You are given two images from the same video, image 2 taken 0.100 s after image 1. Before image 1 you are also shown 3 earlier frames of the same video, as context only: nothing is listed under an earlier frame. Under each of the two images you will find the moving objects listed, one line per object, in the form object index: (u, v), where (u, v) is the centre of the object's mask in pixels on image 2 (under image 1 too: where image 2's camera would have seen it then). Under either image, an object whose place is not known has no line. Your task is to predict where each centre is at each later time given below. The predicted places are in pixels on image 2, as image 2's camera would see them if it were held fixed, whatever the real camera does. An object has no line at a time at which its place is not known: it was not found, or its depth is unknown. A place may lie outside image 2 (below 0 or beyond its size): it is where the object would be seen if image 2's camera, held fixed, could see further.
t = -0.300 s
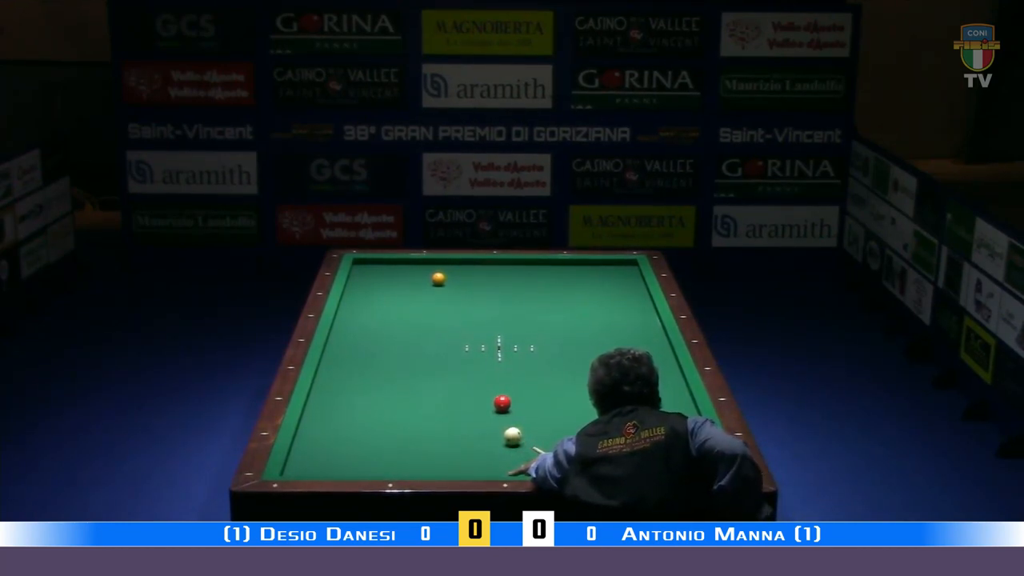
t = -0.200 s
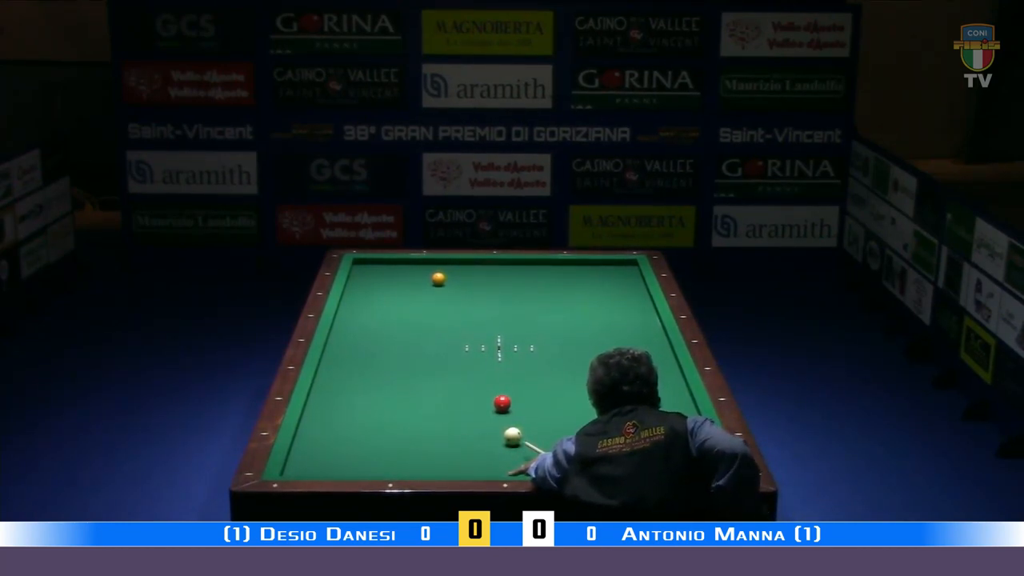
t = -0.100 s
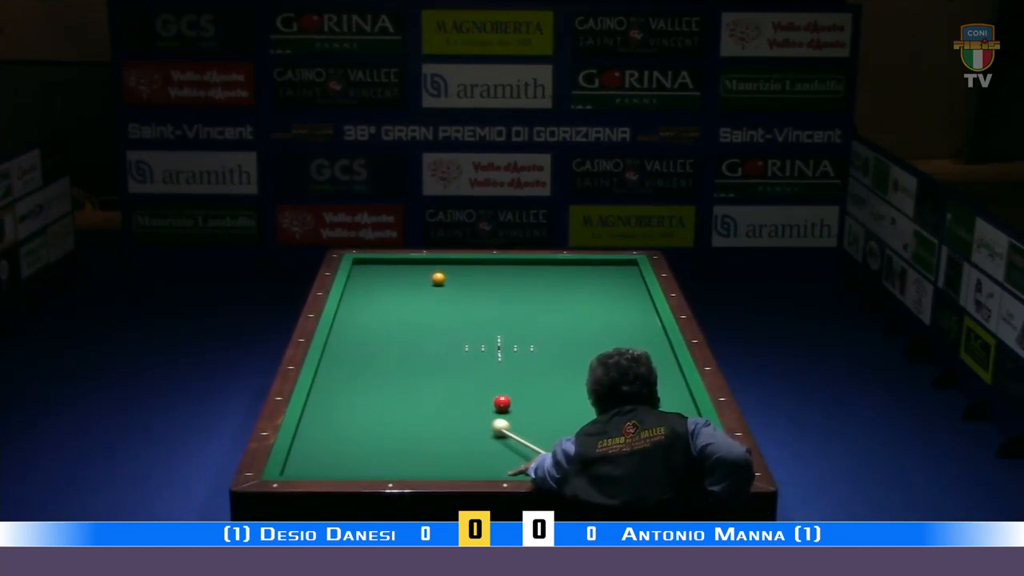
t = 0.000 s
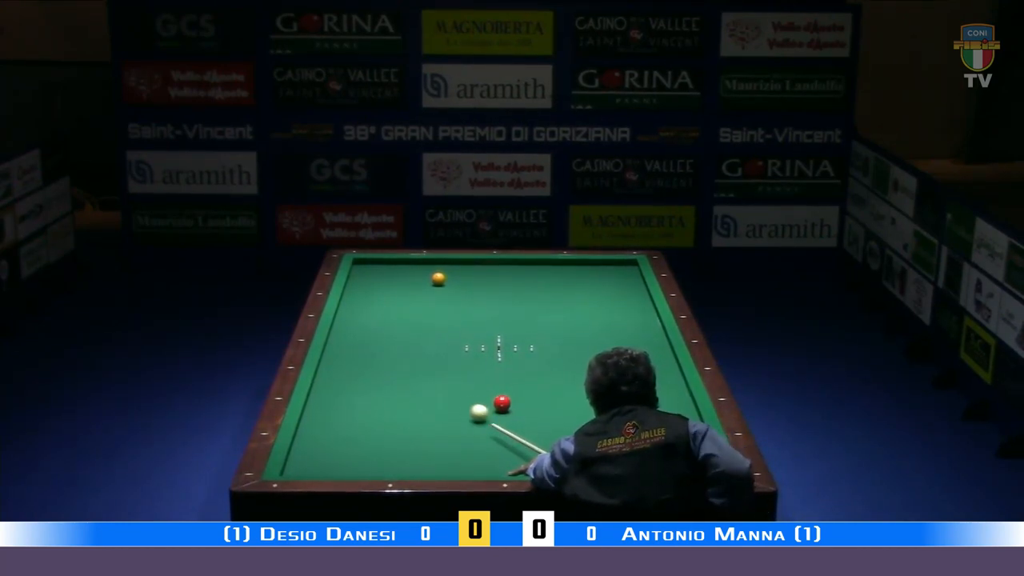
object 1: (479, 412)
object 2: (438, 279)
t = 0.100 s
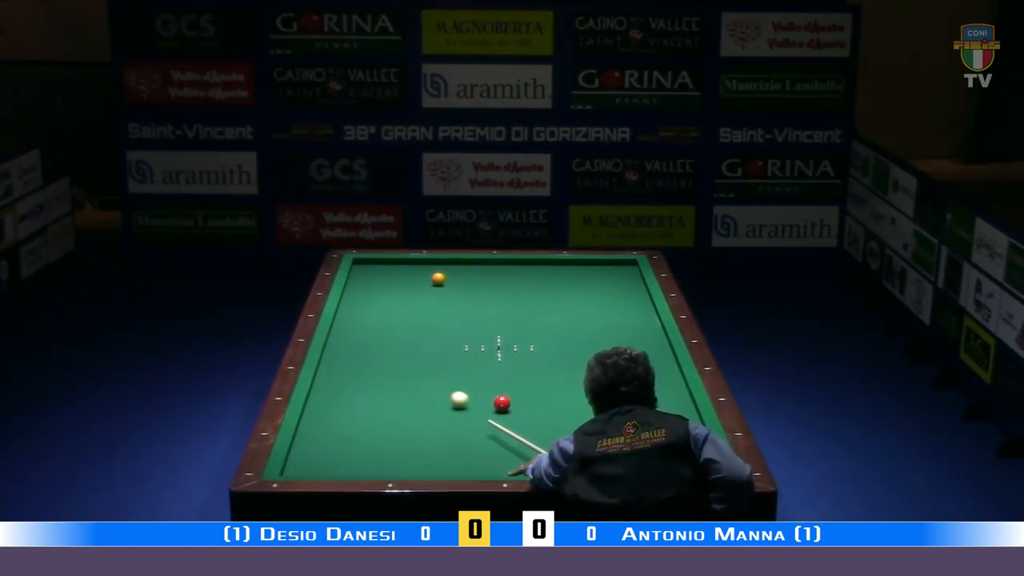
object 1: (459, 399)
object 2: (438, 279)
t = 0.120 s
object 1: (456, 397)
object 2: (438, 279)
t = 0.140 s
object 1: (452, 394)
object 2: (438, 279)
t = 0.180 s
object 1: (445, 389)
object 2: (438, 279)
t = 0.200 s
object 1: (440, 387)
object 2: (438, 279)
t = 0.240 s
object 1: (433, 382)
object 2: (438, 279)
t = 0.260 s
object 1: (430, 380)
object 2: (438, 279)
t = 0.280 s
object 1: (426, 377)
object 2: (438, 279)
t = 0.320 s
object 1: (419, 373)
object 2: (438, 279)
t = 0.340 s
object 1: (416, 370)
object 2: (438, 279)
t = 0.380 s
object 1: (410, 365)
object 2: (438, 279)
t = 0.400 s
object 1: (406, 364)
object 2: (438, 279)
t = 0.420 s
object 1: (403, 361)
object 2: (438, 279)
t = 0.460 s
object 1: (396, 357)
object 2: (438, 279)
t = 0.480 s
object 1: (393, 355)
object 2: (438, 279)
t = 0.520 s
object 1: (387, 351)
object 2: (438, 279)
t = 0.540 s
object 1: (383, 348)
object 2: (438, 279)
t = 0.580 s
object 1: (377, 344)
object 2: (438, 279)
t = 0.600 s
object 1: (375, 343)
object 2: (438, 279)
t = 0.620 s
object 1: (371, 341)
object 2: (438, 279)
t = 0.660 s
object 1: (366, 337)
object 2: (438, 279)
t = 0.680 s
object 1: (363, 335)
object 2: (438, 279)
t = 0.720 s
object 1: (357, 331)
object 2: (438, 279)
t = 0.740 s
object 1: (354, 329)
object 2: (438, 279)
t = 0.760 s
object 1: (352, 327)
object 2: (438, 279)
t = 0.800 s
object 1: (346, 323)
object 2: (438, 279)
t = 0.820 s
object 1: (343, 322)
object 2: (438, 279)
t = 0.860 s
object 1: (340, 318)
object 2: (438, 279)
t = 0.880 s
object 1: (343, 317)
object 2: (438, 279)
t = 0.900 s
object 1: (346, 315)
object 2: (438, 279)
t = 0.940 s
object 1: (352, 312)
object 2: (438, 279)
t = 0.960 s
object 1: (355, 311)
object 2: (438, 279)
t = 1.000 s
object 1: (359, 308)
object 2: (438, 279)
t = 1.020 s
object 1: (361, 307)
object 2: (438, 279)
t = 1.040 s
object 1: (363, 305)
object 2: (438, 279)
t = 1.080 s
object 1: (366, 303)
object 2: (438, 279)
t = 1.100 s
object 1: (369, 301)
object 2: (438, 279)
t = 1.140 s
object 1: (372, 299)
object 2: (438, 279)
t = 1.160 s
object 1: (374, 297)
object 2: (438, 279)
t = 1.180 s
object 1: (376, 296)
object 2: (438, 279)
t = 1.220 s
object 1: (379, 294)
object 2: (438, 279)
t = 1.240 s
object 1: (381, 292)
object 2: (438, 279)
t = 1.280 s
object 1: (384, 290)
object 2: (438, 279)
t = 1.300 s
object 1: (386, 288)
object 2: (438, 279)
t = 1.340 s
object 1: (389, 286)
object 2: (438, 279)
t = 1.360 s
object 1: (391, 284)
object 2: (438, 279)
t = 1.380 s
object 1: (393, 283)
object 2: (438, 279)
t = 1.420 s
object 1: (396, 281)
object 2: (438, 279)
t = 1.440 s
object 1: (397, 280)
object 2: (438, 279)
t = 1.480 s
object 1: (401, 277)
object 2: (438, 279)
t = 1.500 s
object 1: (402, 277)
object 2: (438, 279)
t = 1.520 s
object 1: (404, 275)
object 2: (438, 279)
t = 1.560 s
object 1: (407, 273)
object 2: (438, 279)
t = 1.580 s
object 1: (408, 272)
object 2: (438, 279)
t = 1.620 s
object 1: (411, 270)
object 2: (438, 279)
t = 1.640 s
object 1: (413, 268)
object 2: (438, 279)
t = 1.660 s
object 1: (414, 268)
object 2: (438, 279)
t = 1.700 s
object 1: (417, 265)
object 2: (438, 279)
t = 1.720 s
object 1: (419, 264)
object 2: (438, 279)
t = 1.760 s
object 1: (421, 262)
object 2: (438, 279)
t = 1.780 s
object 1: (423, 261)
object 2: (438, 279)
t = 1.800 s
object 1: (424, 261)
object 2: (438, 279)
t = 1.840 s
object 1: (424, 262)
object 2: (438, 279)
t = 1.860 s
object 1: (424, 263)
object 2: (438, 279)
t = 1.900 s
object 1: (424, 265)
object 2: (438, 279)
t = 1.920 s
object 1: (425, 266)
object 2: (438, 279)
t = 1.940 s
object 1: (425, 267)
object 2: (439, 279)
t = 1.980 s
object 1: (426, 268)
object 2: (439, 279)
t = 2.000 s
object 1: (426, 269)
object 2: (439, 279)
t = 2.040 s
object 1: (426, 270)
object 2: (439, 279)
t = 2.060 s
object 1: (427, 270)
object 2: (439, 279)
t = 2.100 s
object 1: (427, 271)
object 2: (439, 279)
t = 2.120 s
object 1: (427, 272)
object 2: (439, 279)
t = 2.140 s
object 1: (428, 273)
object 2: (439, 279)
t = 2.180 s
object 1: (428, 274)
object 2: (439, 279)
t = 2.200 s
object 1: (428, 274)
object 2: (439, 279)
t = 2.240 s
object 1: (429, 276)
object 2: (439, 279)
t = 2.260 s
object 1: (429, 276)
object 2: (440, 279)
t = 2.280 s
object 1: (428, 277)
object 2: (440, 280)
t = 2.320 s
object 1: (428, 277)
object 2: (442, 280)
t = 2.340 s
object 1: (427, 278)
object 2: (443, 281)
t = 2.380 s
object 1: (426, 278)
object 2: (444, 281)
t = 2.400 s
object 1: (425, 278)
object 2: (445, 281)
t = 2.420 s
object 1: (424, 278)
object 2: (446, 281)
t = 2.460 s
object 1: (423, 279)
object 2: (447, 282)
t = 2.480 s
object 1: (423, 279)
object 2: (448, 282)
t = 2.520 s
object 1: (421, 280)
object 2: (449, 283)
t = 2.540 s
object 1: (421, 280)
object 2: (450, 283)
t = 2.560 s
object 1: (420, 280)
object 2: (451, 283)
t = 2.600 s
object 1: (419, 281)
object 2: (452, 284)
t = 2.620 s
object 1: (418, 281)
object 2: (453, 284)
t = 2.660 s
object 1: (417, 282)
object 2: (454, 285)
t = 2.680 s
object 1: (417, 282)
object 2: (455, 285)
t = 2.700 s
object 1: (416, 282)
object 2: (456, 285)
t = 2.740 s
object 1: (415, 283)
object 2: (457, 286)
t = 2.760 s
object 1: (414, 283)
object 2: (458, 286)
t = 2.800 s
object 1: (413, 284)
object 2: (460, 287)
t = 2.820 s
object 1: (412, 284)
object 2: (460, 287)
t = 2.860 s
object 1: (411, 284)
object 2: (462, 287)
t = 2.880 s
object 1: (411, 285)
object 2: (463, 288)
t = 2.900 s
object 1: (410, 285)
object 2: (463, 288)
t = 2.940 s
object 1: (409, 285)
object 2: (465, 289)
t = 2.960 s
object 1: (408, 285)
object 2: (465, 289)
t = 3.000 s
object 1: (407, 286)
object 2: (467, 289)
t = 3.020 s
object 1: (407, 286)
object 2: (467, 290)
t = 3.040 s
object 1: (406, 287)
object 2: (468, 290)
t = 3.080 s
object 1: (405, 287)
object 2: (470, 290)
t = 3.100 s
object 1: (404, 287)
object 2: (470, 291)
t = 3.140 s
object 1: (403, 288)
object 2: (471, 291)
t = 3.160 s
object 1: (403, 288)
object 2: (472, 291)
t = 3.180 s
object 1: (402, 288)
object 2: (473, 292)
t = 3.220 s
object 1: (401, 289)
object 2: (474, 292)
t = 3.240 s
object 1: (400, 289)
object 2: (475, 292)
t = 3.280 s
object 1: (399, 290)
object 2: (476, 293)
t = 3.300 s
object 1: (399, 290)
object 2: (477, 293)
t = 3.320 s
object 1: (398, 290)
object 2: (478, 293)
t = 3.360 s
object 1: (397, 290)
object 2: (479, 294)
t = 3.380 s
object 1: (396, 291)
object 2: (480, 294)
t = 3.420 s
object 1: (395, 291)
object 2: (481, 295)
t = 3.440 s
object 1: (395, 291)
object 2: (482, 295)
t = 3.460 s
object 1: (394, 291)
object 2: (483, 295)
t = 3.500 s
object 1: (393, 292)
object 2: (484, 296)
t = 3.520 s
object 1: (393, 292)
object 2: (484, 296)
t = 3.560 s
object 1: (392, 292)
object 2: (486, 296)
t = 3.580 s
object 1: (391, 293)
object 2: (486, 297)
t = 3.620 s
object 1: (390, 293)
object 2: (488, 297)
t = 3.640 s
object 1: (389, 294)
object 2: (488, 298)
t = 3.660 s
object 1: (389, 294)
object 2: (489, 298)
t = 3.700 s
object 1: (388, 294)
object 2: (490, 298)
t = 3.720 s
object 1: (387, 294)
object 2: (491, 298)
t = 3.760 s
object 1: (386, 295)
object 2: (493, 299)
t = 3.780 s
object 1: (386, 295)
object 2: (493, 299)
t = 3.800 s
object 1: (385, 295)
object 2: (494, 300)
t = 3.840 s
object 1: (384, 296)
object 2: (495, 300)
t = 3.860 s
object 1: (384, 296)
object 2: (496, 300)
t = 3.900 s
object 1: (383, 297)
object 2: (497, 301)
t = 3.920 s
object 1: (382, 296)
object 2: (497, 301)
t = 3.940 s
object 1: (382, 297)
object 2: (498, 301)
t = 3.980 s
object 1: (381, 297)
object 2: (499, 302)
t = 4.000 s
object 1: (380, 298)
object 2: (500, 302)
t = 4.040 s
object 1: (379, 298)
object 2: (502, 302)
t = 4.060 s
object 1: (379, 298)
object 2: (502, 303)
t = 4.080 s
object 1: (378, 298)
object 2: (503, 303)
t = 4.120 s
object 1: (377, 298)
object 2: (504, 304)
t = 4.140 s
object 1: (377, 299)
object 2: (505, 304)
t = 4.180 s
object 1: (376, 299)
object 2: (506, 304)
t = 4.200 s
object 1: (375, 300)
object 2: (506, 305)
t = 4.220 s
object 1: (375, 300)
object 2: (507, 305)
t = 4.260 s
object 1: (374, 300)
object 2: (508, 305)
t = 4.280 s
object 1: (374, 300)
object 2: (509, 305)
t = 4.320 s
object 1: (372, 301)
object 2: (510, 306)
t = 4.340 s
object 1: (372, 301)
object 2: (511, 306)
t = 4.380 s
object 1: (371, 301)
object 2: (512, 306)
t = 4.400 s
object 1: (371, 301)
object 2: (512, 306)
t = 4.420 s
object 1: (370, 302)
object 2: (513, 307)
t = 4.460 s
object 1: (369, 302)
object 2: (514, 307)
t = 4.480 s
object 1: (369, 302)
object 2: (515, 307)
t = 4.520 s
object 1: (368, 303)
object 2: (516, 308)
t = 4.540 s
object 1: (368, 303)
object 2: (517, 308)
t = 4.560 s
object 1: (367, 303)
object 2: (517, 308)
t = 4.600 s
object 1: (366, 303)
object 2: (518, 309)
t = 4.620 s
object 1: (366, 303)
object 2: (519, 309)
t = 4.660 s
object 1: (365, 304)
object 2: (520, 309)
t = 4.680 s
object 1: (364, 304)
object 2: (521, 309)
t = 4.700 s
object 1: (364, 304)
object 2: (521, 310)
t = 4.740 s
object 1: (363, 304)
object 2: (522, 309)
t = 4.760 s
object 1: (363, 305)
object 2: (523, 310)
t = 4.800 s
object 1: (362, 305)
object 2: (524, 310)
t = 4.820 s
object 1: (362, 305)
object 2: (525, 311)
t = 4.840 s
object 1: (361, 306)
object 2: (525, 311)
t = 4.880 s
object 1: (360, 306)
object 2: (526, 311)
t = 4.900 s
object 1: (360, 306)
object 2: (527, 311)
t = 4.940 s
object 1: (359, 306)
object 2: (528, 312)
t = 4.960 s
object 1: (359, 306)
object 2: (529, 312)
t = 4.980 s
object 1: (358, 306)
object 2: (529, 312)
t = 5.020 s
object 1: (357, 307)
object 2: (530, 313)
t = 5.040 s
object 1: (357, 307)
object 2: (530, 313)
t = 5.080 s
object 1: (356, 307)
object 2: (532, 314)
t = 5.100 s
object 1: (356, 308)
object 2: (532, 314)
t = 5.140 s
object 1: (355, 308)
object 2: (533, 314)
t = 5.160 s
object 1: (354, 309)
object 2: (534, 315)
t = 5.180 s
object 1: (354, 309)
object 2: (534, 314)
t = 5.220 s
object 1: (353, 309)
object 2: (536, 314)
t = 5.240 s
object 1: (353, 309)
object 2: (536, 315)
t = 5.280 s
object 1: (352, 309)
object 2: (537, 315)
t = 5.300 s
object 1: (352, 310)
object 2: (537, 316)
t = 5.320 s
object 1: (351, 310)
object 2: (538, 316)
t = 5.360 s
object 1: (350, 310)
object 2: (539, 316)
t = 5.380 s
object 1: (350, 310)
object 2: (539, 316)
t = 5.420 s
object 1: (349, 311)
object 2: (540, 317)
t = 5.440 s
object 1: (349, 311)
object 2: (541, 316)
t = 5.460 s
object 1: (348, 311)
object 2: (541, 317)
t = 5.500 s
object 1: (348, 311)
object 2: (542, 318)
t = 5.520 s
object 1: (347, 311)
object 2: (543, 318)
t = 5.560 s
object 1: (347, 312)
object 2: (544, 318)
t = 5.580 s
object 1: (346, 312)
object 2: (545, 318)
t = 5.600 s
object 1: (346, 312)
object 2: (545, 318)
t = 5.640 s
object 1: (345, 312)
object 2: (546, 318)
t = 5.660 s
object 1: (345, 312)
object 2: (546, 318)
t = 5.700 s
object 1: (344, 312)
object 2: (547, 318)
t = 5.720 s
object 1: (344, 313)
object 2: (548, 318)
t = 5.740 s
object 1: (344, 313)
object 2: (548, 318)
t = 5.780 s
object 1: (343, 313)
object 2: (549, 319)
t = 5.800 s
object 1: (343, 313)
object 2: (550, 319)
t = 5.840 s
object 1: (342, 314)
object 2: (550, 319)
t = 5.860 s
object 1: (341, 314)
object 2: (551, 319)
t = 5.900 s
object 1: (341, 314)
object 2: (551, 320)
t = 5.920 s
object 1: (341, 314)
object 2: (552, 321)
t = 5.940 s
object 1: (342, 314)
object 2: (553, 320)
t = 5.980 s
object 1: (342, 314)
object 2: (553, 320)
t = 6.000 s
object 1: (342, 315)
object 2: (554, 320)
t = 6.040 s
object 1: (342, 315)
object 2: (555, 321)
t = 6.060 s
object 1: (342, 315)
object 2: (555, 321)
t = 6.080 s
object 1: (342, 315)
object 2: (556, 321)
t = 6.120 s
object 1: (343, 315)
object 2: (556, 322)
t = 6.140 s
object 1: (343, 315)
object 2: (557, 322)
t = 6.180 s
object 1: (343, 315)
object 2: (558, 322)
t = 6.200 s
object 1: (343, 316)
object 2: (558, 322)
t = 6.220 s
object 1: (343, 316)
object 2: (559, 322)
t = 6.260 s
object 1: (343, 316)
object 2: (560, 322)
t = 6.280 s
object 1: (343, 316)
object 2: (560, 322)
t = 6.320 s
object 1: (344, 316)
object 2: (561, 323)
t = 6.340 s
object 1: (344, 316)
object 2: (561, 324)
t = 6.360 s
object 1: (344, 316)
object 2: (561, 324)
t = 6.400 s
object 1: (344, 316)
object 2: (562, 324)
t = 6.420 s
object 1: (344, 317)
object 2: (562, 324)
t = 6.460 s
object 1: (344, 317)
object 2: (563, 324)
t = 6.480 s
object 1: (344, 317)
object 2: (564, 324)
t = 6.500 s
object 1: (344, 317)
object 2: (564, 324)
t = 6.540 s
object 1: (345, 317)
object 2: (565, 324)
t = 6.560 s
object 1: (345, 317)
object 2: (565, 325)
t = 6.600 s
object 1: (345, 317)
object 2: (566, 325)
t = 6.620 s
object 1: (345, 317)
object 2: (567, 325)
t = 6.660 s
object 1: (345, 317)
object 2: (567, 325)
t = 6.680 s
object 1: (345, 317)
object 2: (568, 325)
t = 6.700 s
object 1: (345, 318)
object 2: (568, 325)
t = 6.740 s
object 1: (345, 318)
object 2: (569, 325)
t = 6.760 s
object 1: (345, 318)
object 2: (569, 325)
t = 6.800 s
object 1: (346, 318)
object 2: (570, 326)
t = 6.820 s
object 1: (346, 318)
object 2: (570, 326)
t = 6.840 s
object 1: (346, 318)
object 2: (571, 327)
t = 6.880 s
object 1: (346, 318)
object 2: (571, 326)
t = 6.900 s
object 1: (346, 318)
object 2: (572, 326)
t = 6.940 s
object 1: (347, 318)
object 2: (572, 327)
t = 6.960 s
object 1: (346, 318)
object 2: (572, 327)
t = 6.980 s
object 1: (346, 318)
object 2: (573, 327)
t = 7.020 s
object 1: (347, 318)
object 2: (573, 327)
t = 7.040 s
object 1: (347, 318)
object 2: (574, 328)
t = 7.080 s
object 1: (347, 319)
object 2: (574, 329)
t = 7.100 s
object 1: (347, 318)
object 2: (575, 328)
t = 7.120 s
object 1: (347, 319)
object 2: (575, 329)
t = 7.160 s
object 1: (347, 319)
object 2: (575, 329)
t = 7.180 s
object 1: (347, 319)
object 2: (576, 329)
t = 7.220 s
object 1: (347, 319)
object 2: (576, 330)
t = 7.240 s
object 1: (347, 319)
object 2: (577, 329)
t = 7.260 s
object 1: (348, 319)
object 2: (577, 330)
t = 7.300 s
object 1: (348, 319)
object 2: (578, 329)
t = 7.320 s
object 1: (347, 319)
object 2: (578, 330)
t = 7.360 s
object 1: (348, 319)
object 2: (579, 330)
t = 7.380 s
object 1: (348, 319)
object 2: (579, 331)
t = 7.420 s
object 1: (348, 319)
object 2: (579, 331)
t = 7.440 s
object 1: (348, 319)
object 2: (580, 331)
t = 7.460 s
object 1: (348, 319)
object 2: (580, 331)
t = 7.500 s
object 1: (348, 319)
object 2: (581, 331)
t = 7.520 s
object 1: (348, 319)
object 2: (581, 331)
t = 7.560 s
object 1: (348, 319)
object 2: (582, 331)
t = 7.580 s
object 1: (348, 319)
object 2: (582, 331)
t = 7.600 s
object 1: (348, 319)
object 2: (582, 331)
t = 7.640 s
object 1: (348, 319)
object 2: (583, 331)
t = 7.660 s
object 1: (348, 319)
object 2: (583, 331)
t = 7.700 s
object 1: (348, 319)
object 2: (584, 331)
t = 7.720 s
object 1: (348, 319)
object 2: (584, 331)
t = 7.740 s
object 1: (348, 319)
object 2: (584, 332)
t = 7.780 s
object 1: (348, 319)
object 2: (585, 331)
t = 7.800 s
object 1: (348, 319)
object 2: (585, 332)
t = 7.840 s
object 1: (348, 319)
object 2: (585, 332)
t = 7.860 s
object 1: (349, 319)
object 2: (586, 332)
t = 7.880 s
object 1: (348, 319)
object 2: (586, 332)
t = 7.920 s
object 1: (349, 319)
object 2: (586, 332)
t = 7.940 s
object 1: (349, 319)
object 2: (587, 332)
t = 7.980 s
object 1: (349, 319)
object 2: (587, 333)
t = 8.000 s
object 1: (349, 319)
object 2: (587, 332)
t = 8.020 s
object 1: (349, 319)
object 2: (587, 332)
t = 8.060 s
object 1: (349, 319)
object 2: (587, 333)
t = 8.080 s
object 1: (349, 319)
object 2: (588, 333)
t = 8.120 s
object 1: (349, 319)
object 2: (588, 334)
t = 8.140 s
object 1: (349, 319)
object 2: (589, 333)
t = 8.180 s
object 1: (349, 319)
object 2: (589, 333)
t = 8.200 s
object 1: (349, 319)
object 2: (589, 334)
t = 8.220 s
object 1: (348, 319)
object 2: (589, 333)
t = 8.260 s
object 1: (349, 319)
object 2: (590, 333)
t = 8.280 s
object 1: (349, 319)
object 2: (590, 333)
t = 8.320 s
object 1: (348, 319)
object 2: (590, 333)
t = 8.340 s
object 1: (349, 319)
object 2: (591, 333)
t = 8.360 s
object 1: (348, 319)
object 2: (591, 333)
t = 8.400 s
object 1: (349, 319)
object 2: (591, 333)
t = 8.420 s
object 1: (348, 319)
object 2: (591, 333)
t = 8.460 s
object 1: (349, 319)
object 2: (592, 333)
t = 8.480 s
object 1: (349, 319)
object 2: (592, 334)
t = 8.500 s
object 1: (349, 319)
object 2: (592, 333)
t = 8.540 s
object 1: (349, 319)
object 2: (592, 334)
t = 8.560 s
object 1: (349, 319)
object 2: (592, 333)
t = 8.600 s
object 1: (349, 319)
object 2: (593, 335)
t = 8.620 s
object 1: (349, 319)
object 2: (593, 334)
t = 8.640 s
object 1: (349, 319)
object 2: (593, 334)
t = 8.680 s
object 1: (348, 319)
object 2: (593, 334)
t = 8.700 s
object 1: (349, 319)
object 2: (593, 334)
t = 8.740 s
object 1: (349, 319)
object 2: (594, 334)
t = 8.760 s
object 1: (349, 319)
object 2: (594, 334)
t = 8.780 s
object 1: (349, 319)
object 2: (594, 334)
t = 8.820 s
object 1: (349, 319)
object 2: (594, 334)
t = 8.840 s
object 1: (349, 319)
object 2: (595, 334)
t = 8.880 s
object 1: (349, 319)
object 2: (595, 334)
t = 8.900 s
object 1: (348, 319)
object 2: (595, 334)
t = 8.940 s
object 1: (349, 319)
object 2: (595, 334)
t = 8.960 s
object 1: (349, 319)
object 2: (595, 334)
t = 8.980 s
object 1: (349, 319)
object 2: (596, 335)
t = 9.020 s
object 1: (349, 319)
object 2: (596, 334)
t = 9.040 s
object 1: (348, 319)
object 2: (596, 335)
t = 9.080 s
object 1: (349, 319)
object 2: (596, 335)
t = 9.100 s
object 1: (348, 319)
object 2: (596, 335)
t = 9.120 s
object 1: (349, 319)
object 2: (596, 334)
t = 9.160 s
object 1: (348, 319)
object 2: (596, 335)
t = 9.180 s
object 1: (348, 319)
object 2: (597, 335)
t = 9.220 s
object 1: (349, 319)
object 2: (597, 335)
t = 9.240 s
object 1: (349, 319)
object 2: (597, 335)
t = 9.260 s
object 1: (349, 319)
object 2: (597, 335)
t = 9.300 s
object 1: (349, 319)
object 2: (597, 335)
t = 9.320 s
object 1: (349, 319)
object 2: (597, 335)
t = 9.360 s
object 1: (349, 319)
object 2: (597, 335)
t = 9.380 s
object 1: (349, 319)
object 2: (597, 334)
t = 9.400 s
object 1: (348, 319)
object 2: (597, 335)
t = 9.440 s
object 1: (349, 319)
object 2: (597, 335)
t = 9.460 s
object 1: (349, 319)
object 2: (597, 335)
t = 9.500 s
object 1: (349, 319)
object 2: (597, 335)
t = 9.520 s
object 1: (349, 319)
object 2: (597, 335)
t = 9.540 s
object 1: (349, 319)
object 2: (597, 335)
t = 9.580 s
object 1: (349, 319)
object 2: (598, 335)
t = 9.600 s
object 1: (349, 319)
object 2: (598, 335)
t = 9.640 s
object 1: (349, 319)
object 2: (598, 335)
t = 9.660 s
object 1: (348, 319)
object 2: (598, 335)
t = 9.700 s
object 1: (349, 319)
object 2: (598, 335)
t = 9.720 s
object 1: (348, 319)
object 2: (598, 335)
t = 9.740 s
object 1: (348, 319)
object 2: (598, 335)
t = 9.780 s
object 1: (348, 319)
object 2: (598, 335)
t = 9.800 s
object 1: (349, 319)
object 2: (598, 335)
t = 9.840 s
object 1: (348, 319)
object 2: (598, 335)
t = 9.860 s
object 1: (349, 319)
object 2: (598, 334)
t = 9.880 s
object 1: (349, 319)
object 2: (598, 335)
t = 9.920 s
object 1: (348, 319)
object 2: (598, 334)
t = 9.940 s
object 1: (349, 319)
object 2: (598, 335)
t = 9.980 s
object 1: (349, 319)
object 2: (598, 335)
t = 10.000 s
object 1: (348, 319)
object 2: (597, 335)
